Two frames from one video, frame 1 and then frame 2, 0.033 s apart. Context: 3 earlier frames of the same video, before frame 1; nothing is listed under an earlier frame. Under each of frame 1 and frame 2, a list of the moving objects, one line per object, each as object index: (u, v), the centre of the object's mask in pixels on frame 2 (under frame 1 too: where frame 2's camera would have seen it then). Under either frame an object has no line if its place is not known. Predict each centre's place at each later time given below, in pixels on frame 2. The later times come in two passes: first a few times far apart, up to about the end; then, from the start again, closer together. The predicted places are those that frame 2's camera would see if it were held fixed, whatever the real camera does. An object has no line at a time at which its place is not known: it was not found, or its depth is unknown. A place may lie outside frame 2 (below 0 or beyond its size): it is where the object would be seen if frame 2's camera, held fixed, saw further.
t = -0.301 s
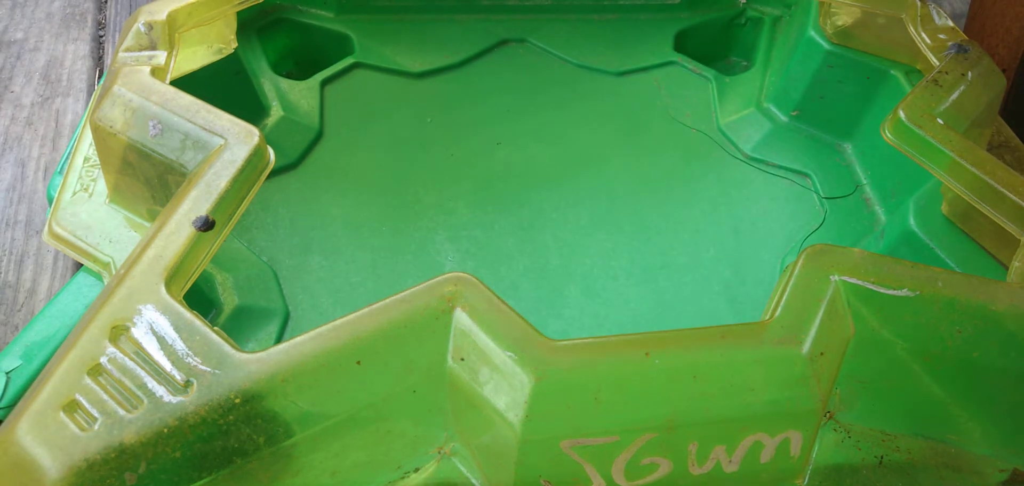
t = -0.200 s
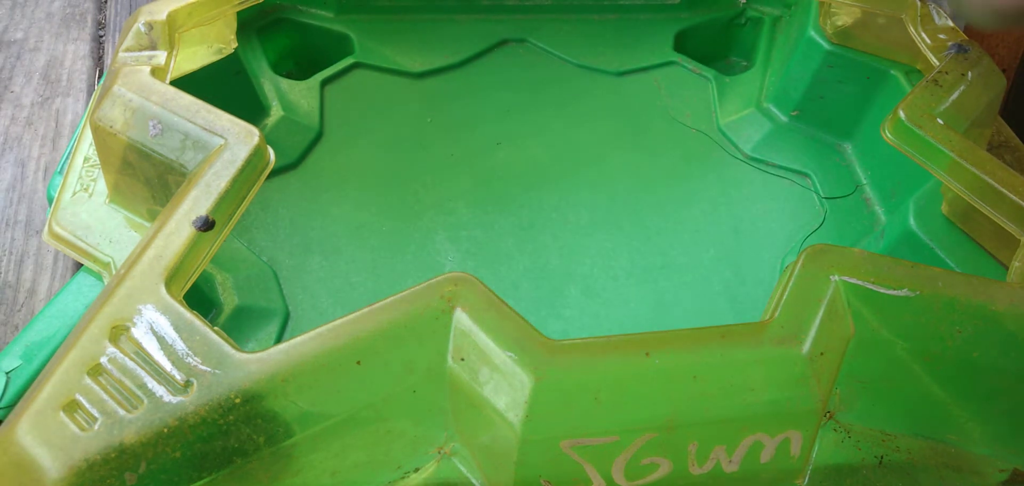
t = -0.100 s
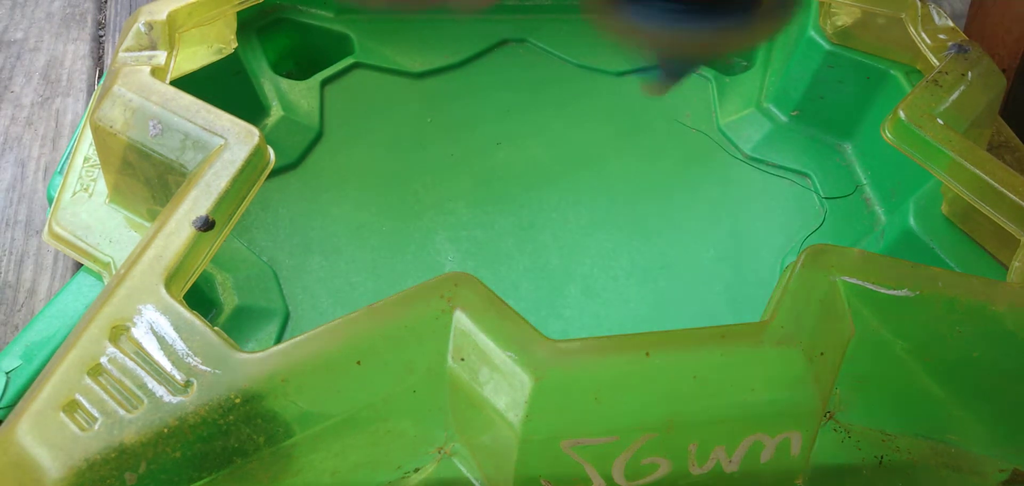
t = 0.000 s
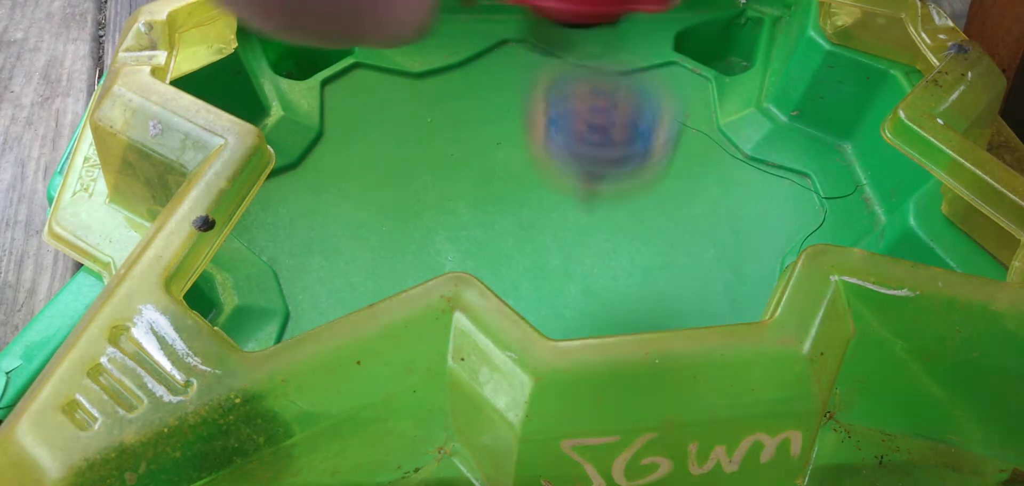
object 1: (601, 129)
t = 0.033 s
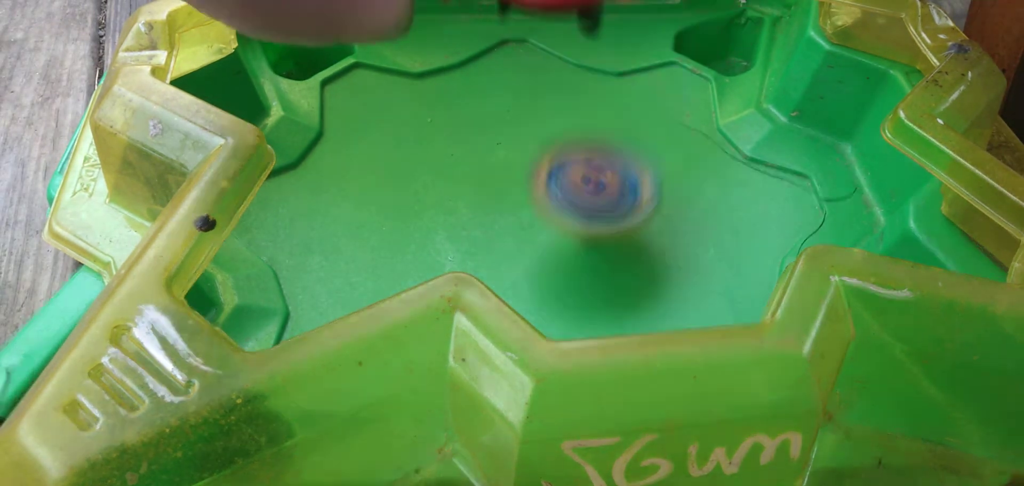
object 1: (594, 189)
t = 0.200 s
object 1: (612, 38)
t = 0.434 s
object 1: (350, 171)
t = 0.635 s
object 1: (689, 265)
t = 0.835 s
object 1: (484, 35)
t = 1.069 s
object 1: (342, 276)
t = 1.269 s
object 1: (722, 269)
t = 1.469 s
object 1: (588, 55)
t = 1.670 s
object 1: (310, 221)
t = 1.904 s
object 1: (762, 244)
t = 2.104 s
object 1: (630, 83)
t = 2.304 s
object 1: (394, 183)
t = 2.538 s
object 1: (669, 302)
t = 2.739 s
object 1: (715, 142)
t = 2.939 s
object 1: (470, 121)
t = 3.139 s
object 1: (438, 268)
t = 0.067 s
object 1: (602, 122)
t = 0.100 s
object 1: (610, 71)
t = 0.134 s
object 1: (615, 42)
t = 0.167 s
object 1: (620, 34)
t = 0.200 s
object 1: (612, 38)
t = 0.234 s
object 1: (574, 48)
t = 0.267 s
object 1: (533, 80)
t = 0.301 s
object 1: (493, 93)
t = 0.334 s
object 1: (446, 104)
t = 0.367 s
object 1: (405, 118)
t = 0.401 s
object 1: (371, 139)
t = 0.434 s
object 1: (350, 171)
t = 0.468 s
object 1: (350, 212)
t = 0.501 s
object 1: (377, 248)
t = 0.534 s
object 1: (441, 263)
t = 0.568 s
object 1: (547, 291)
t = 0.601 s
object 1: (615, 289)
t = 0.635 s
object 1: (689, 265)
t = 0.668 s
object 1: (738, 217)
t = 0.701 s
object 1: (756, 162)
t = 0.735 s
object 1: (742, 109)
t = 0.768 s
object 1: (662, 59)
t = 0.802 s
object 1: (584, 37)
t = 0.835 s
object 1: (484, 35)
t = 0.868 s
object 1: (383, 43)
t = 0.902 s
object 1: (306, 61)
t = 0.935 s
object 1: (298, 81)
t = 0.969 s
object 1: (307, 136)
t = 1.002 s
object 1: (302, 236)
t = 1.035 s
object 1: (309, 278)
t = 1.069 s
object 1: (342, 276)
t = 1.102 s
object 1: (376, 285)
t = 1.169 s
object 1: (562, 321)
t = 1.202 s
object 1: (628, 317)
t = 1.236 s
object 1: (683, 291)
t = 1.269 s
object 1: (722, 269)
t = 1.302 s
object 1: (756, 227)
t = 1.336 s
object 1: (770, 187)
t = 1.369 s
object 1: (760, 141)
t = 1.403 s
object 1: (718, 101)
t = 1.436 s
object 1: (646, 72)
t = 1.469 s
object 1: (588, 55)
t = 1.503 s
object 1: (529, 50)
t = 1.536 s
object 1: (470, 59)
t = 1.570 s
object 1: (411, 83)
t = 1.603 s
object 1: (361, 119)
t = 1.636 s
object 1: (326, 168)
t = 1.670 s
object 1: (310, 221)
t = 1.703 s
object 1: (320, 269)
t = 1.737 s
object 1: (349, 292)
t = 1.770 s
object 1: (540, 321)
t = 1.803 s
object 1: (589, 323)
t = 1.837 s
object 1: (674, 303)
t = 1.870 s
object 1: (724, 280)
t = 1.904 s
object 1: (762, 244)
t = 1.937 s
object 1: (777, 205)
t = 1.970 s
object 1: (768, 174)
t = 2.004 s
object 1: (745, 138)
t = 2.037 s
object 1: (716, 114)
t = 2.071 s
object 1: (678, 95)
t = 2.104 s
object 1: (630, 83)
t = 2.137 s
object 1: (580, 77)
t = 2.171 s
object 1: (530, 80)
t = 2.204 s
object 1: (483, 93)
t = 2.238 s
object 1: (442, 117)
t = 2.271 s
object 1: (411, 147)
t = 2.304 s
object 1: (394, 183)
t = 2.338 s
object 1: (393, 225)
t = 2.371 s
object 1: (405, 252)
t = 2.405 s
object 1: (453, 270)
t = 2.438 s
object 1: (531, 303)
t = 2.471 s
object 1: (568, 309)
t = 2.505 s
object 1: (615, 310)
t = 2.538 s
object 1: (669, 302)
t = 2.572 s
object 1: (704, 286)
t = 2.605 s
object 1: (729, 265)
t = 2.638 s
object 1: (752, 232)
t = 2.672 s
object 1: (756, 204)
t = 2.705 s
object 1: (740, 171)
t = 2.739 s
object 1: (715, 142)
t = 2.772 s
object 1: (680, 122)
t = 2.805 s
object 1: (638, 108)
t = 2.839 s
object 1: (597, 100)
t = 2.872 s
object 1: (553, 101)
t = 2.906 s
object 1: (510, 107)
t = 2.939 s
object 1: (470, 121)
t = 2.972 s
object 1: (436, 140)
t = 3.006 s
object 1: (410, 168)
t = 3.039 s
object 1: (396, 199)
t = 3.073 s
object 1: (394, 233)
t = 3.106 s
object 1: (403, 253)
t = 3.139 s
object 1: (438, 268)
